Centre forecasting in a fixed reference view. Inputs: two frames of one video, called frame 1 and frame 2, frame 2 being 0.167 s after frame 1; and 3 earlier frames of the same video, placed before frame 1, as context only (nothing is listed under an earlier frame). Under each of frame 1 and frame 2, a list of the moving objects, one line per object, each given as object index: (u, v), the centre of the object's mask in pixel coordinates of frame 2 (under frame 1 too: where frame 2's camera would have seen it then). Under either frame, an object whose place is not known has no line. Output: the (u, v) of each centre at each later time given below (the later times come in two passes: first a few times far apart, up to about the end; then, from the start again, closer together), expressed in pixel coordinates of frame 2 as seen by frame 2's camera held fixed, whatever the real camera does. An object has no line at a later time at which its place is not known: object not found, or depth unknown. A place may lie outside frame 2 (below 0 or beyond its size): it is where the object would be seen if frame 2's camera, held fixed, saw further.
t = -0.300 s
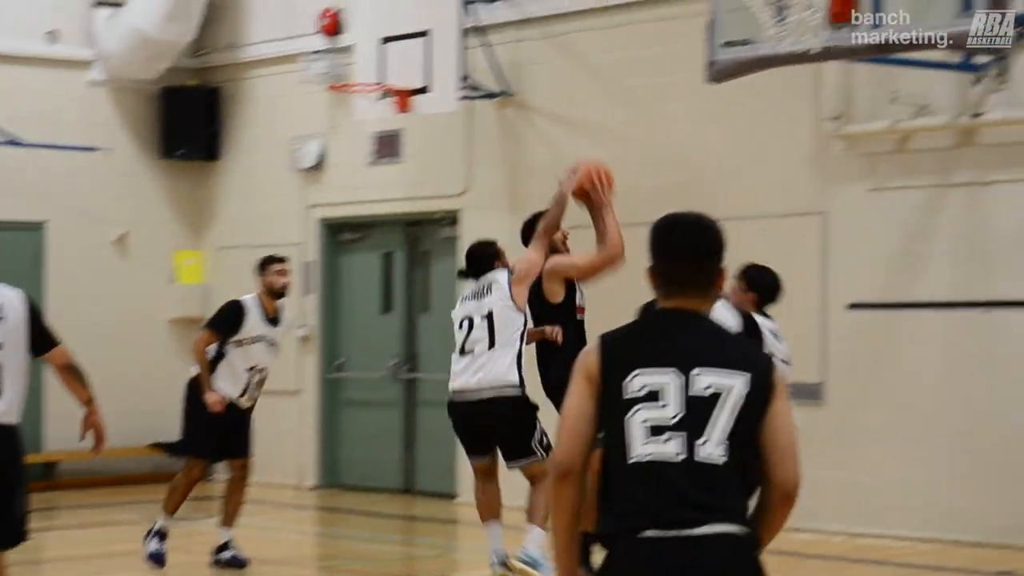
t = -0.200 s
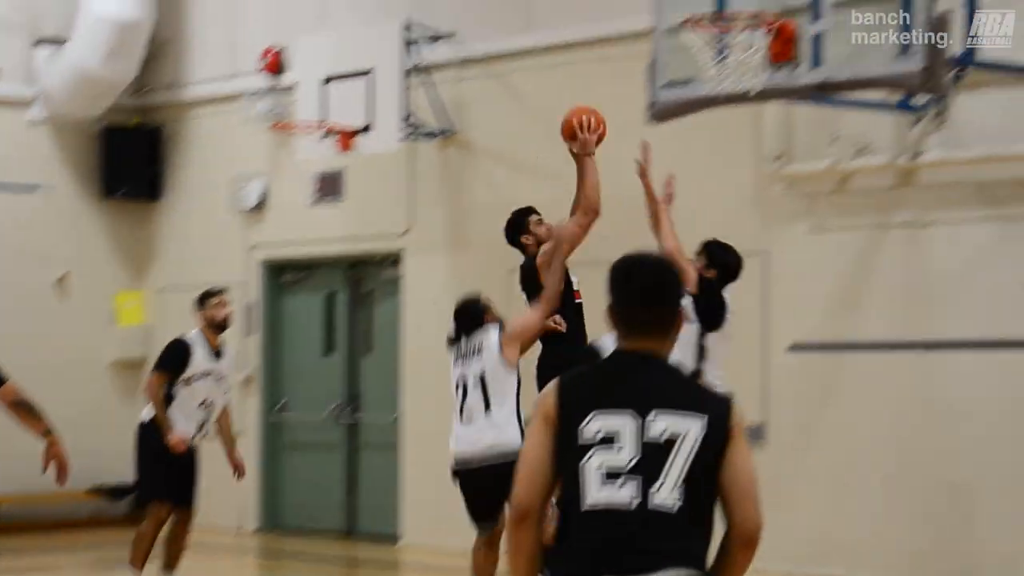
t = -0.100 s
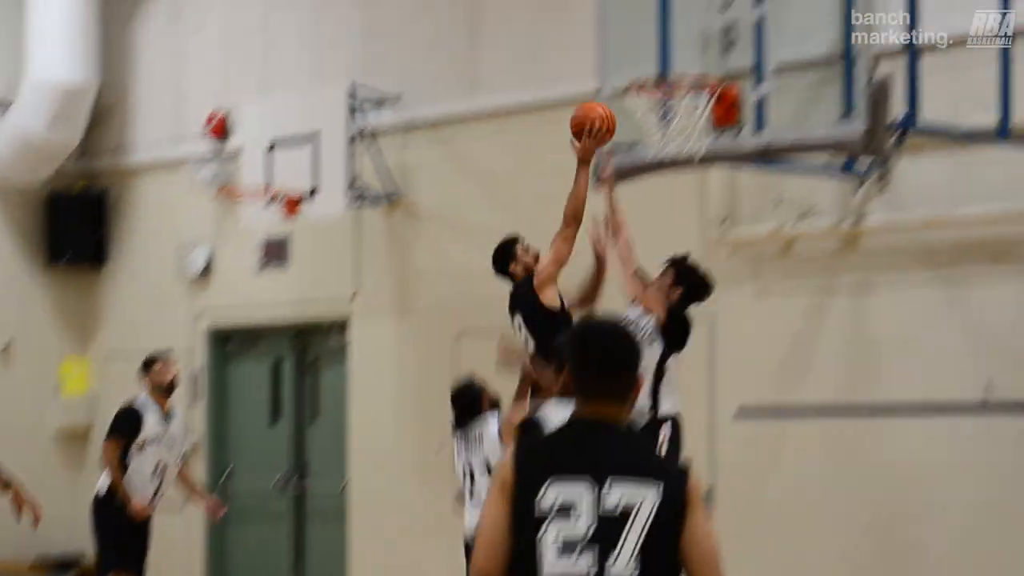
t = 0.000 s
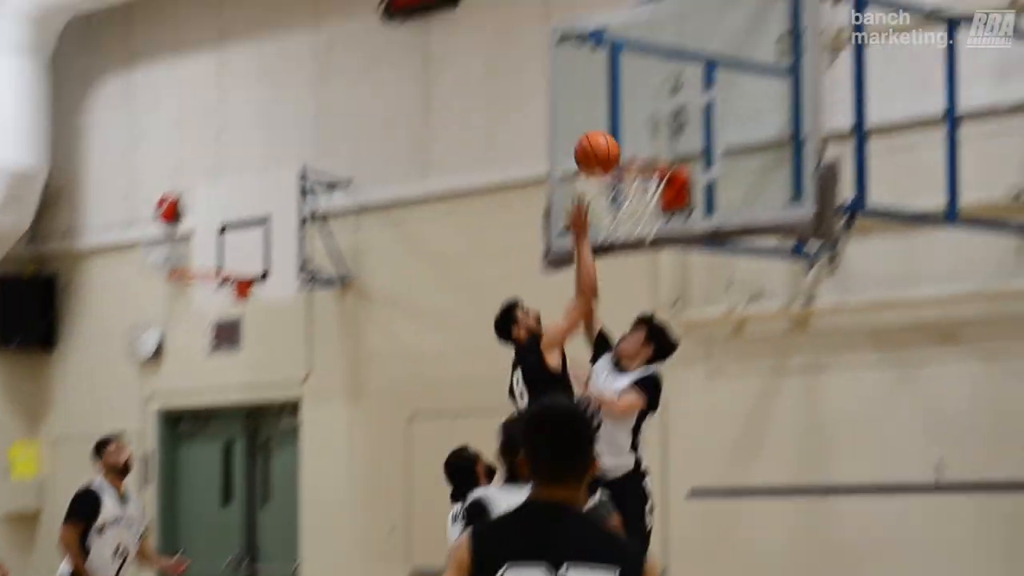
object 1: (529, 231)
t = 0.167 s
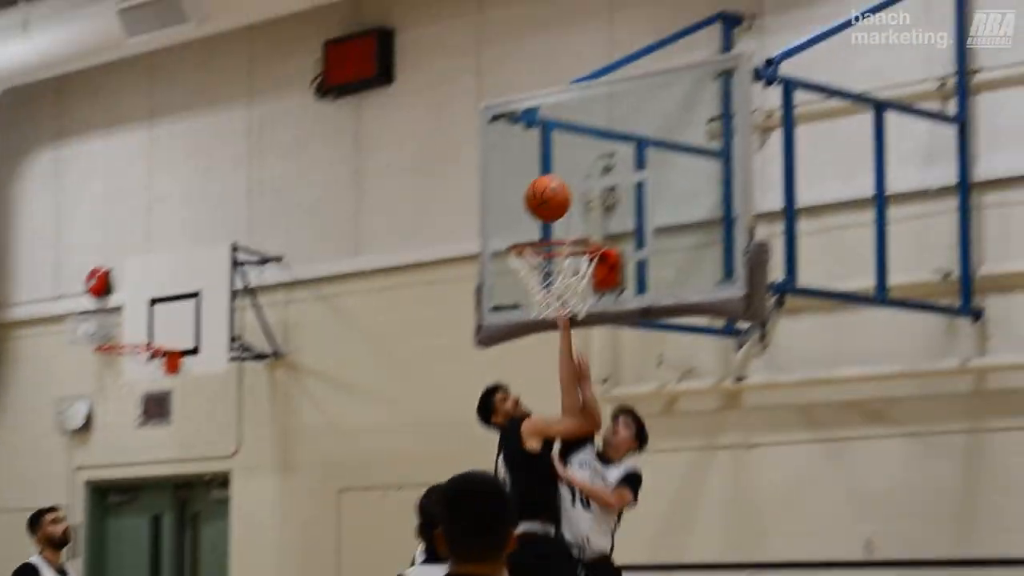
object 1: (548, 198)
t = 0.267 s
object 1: (548, 206)
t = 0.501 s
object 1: (563, 221)
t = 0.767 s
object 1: (546, 232)
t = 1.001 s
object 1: (562, 308)
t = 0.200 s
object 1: (548, 198)
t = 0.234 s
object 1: (548, 201)
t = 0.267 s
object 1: (548, 206)
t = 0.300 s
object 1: (548, 212)
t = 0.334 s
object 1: (548, 220)
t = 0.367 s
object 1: (549, 223)
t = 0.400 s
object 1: (553, 220)
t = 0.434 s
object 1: (556, 219)
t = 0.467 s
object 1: (559, 219)
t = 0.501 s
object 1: (563, 221)
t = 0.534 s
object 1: (566, 223)
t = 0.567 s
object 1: (571, 231)
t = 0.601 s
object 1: (572, 233)
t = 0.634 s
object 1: (566, 227)
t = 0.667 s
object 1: (562, 225)
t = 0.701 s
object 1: (557, 225)
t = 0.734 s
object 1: (552, 227)
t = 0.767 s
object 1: (546, 232)
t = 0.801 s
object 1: (544, 243)
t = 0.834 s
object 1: (546, 249)
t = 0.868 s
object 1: (550, 259)
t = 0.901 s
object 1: (553, 267)
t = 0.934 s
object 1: (557, 276)
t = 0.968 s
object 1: (560, 293)
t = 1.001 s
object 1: (562, 308)
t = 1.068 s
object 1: (569, 337)
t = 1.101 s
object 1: (572, 356)
